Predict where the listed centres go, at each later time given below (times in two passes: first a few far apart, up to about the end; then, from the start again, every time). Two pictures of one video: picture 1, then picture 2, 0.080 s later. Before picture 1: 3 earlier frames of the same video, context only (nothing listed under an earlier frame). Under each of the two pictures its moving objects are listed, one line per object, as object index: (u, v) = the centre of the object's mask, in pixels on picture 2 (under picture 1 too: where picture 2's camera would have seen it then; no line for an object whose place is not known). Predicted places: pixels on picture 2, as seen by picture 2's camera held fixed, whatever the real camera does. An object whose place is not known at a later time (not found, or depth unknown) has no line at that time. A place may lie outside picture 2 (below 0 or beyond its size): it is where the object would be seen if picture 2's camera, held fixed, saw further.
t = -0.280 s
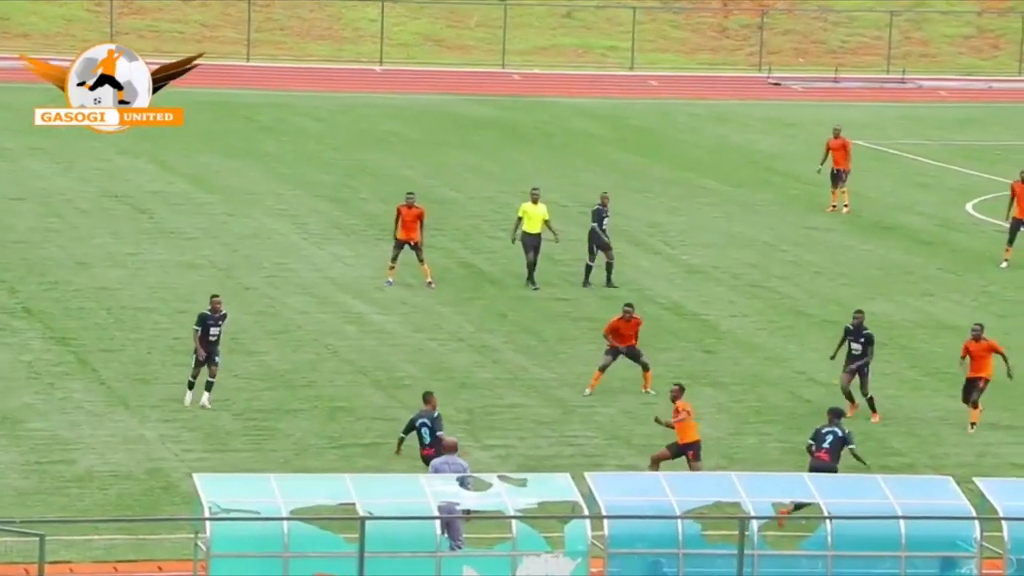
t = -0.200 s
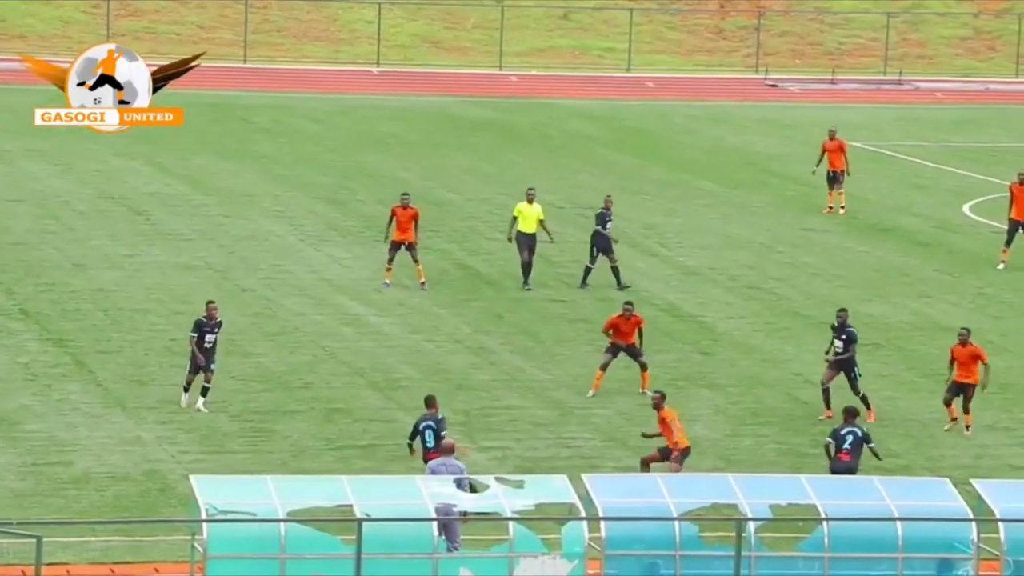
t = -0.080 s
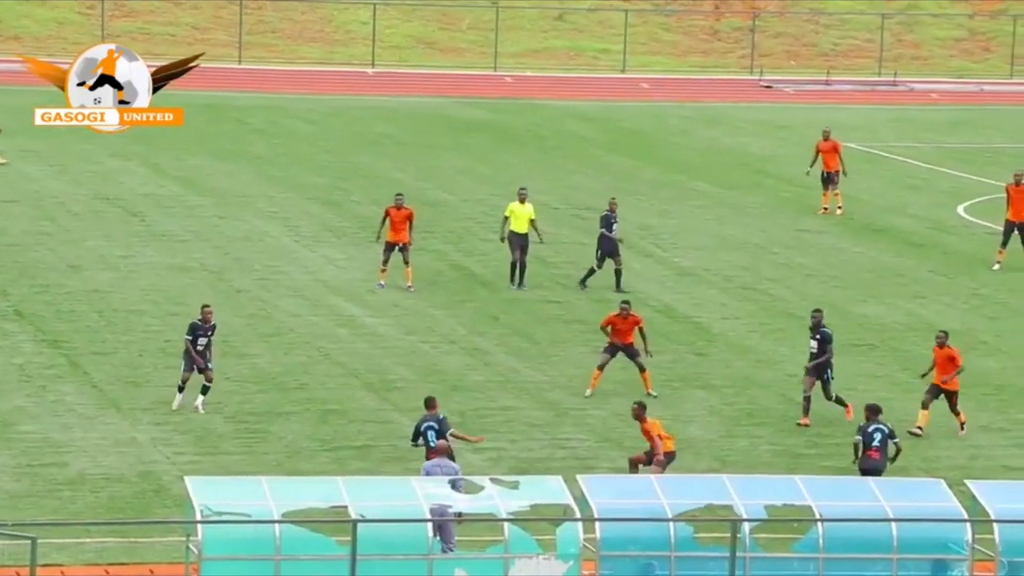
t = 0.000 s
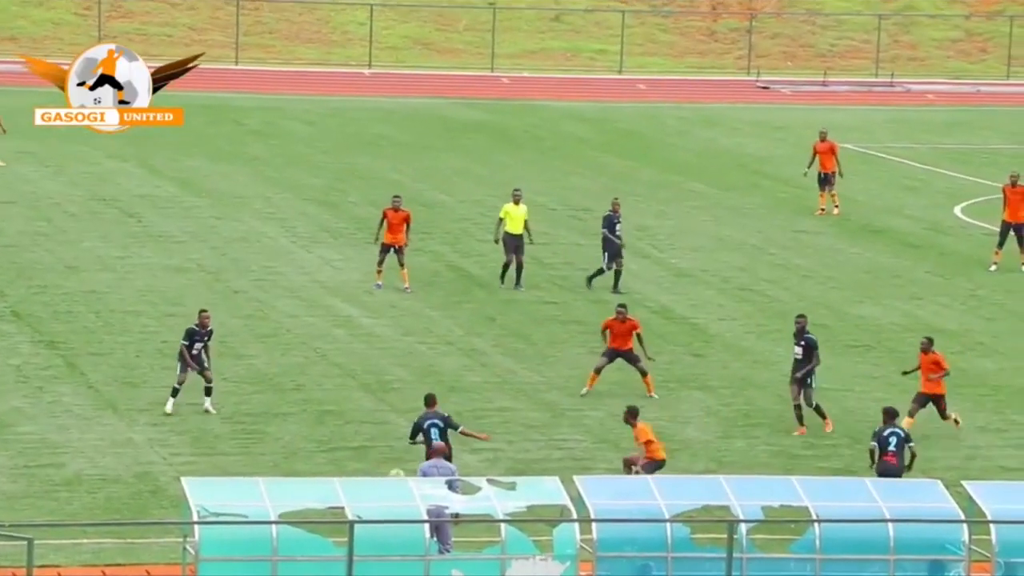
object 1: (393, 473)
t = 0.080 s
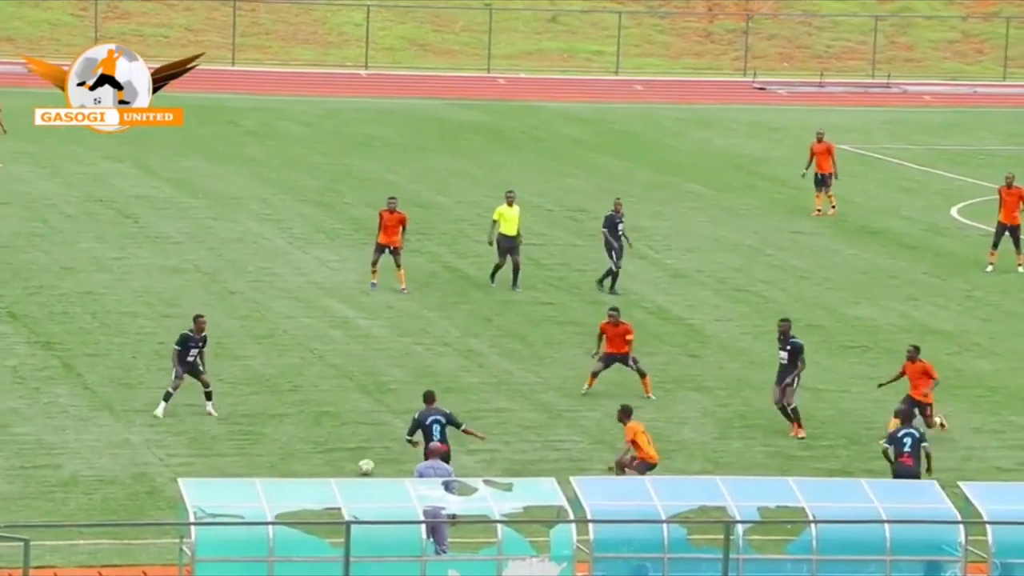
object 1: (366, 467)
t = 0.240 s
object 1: (319, 448)
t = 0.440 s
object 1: (268, 430)
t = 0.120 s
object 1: (353, 463)
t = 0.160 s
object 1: (341, 456)
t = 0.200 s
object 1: (329, 452)
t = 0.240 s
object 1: (319, 448)
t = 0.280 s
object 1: (307, 445)
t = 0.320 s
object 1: (297, 441)
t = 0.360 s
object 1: (287, 436)
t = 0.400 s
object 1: (277, 433)
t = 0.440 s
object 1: (268, 430)
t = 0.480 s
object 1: (258, 427)
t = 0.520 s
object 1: (250, 423)
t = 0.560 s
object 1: (242, 419)
